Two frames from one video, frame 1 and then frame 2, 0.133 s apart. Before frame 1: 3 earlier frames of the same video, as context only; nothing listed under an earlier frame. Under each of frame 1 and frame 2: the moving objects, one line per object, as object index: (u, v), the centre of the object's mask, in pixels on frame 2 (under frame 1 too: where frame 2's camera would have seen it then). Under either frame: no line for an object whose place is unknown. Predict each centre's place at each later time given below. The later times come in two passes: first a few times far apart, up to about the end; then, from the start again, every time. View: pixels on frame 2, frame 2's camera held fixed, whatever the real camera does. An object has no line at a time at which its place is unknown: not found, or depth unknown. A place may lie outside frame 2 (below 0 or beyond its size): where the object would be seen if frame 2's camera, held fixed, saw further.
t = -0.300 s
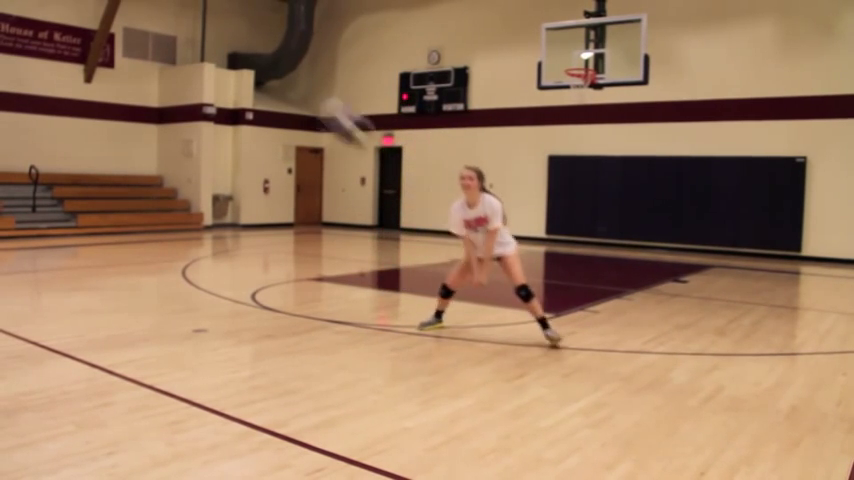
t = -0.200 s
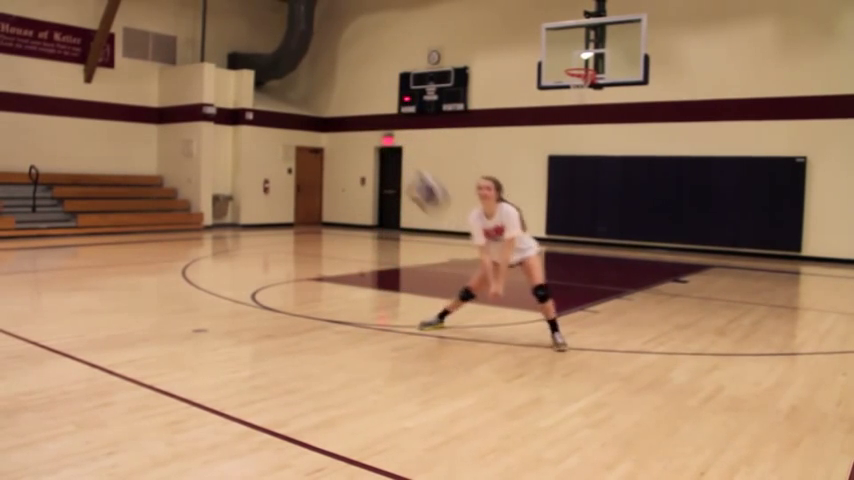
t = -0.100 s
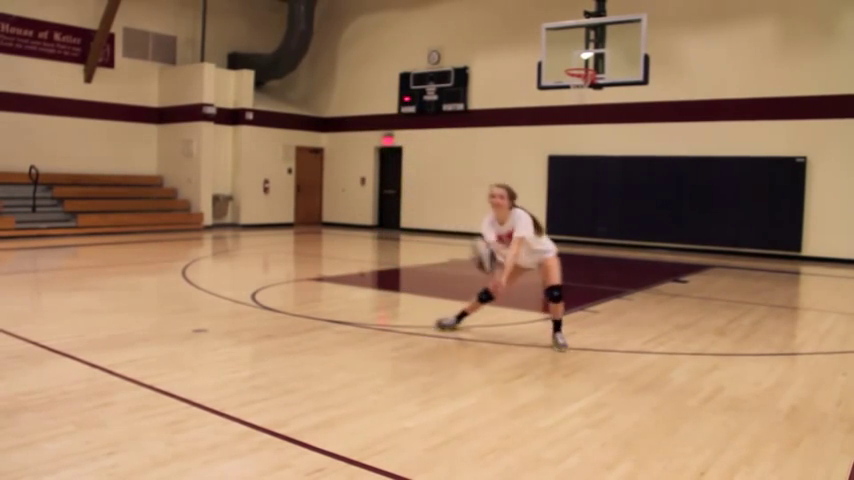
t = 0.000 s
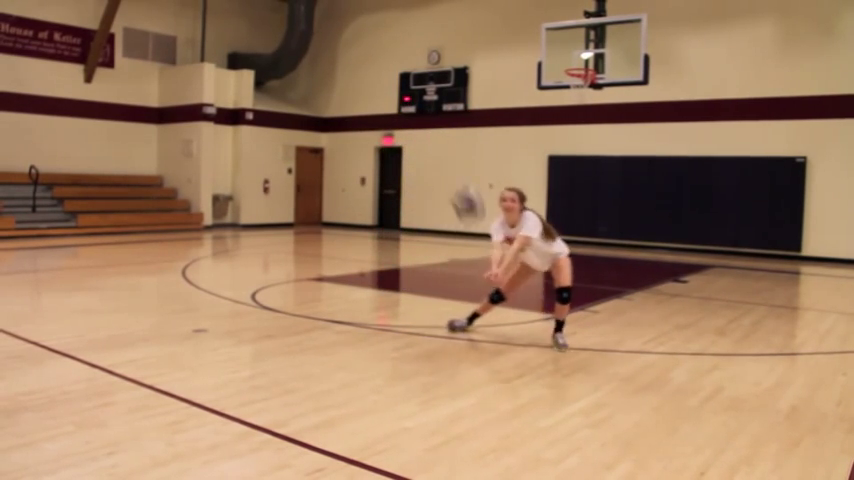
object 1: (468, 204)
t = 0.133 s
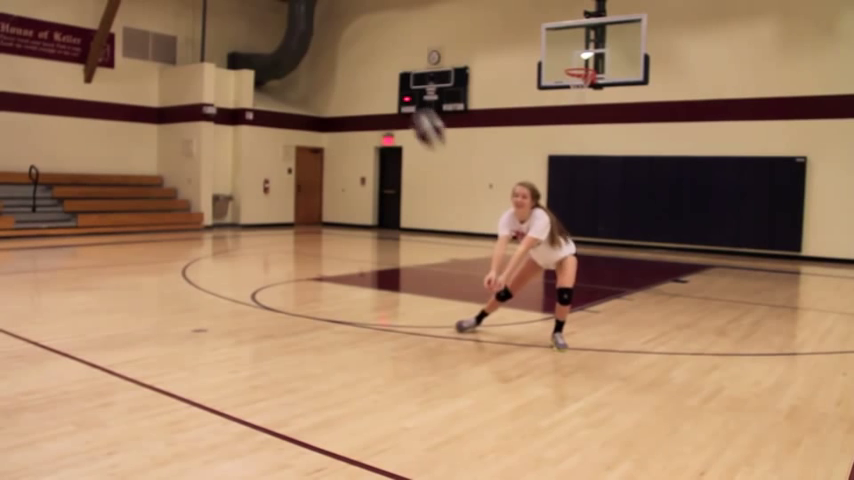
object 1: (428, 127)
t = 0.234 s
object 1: (397, 87)
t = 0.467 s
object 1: (309, 37)
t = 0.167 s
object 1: (418, 113)
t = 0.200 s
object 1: (409, 101)
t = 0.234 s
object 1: (397, 87)
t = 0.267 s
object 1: (383, 74)
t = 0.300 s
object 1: (372, 63)
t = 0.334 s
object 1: (361, 55)
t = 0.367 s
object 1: (348, 49)
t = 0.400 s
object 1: (334, 42)
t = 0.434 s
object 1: (323, 37)
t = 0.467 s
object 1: (309, 37)
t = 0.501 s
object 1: (297, 37)
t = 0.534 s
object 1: (281, 39)
